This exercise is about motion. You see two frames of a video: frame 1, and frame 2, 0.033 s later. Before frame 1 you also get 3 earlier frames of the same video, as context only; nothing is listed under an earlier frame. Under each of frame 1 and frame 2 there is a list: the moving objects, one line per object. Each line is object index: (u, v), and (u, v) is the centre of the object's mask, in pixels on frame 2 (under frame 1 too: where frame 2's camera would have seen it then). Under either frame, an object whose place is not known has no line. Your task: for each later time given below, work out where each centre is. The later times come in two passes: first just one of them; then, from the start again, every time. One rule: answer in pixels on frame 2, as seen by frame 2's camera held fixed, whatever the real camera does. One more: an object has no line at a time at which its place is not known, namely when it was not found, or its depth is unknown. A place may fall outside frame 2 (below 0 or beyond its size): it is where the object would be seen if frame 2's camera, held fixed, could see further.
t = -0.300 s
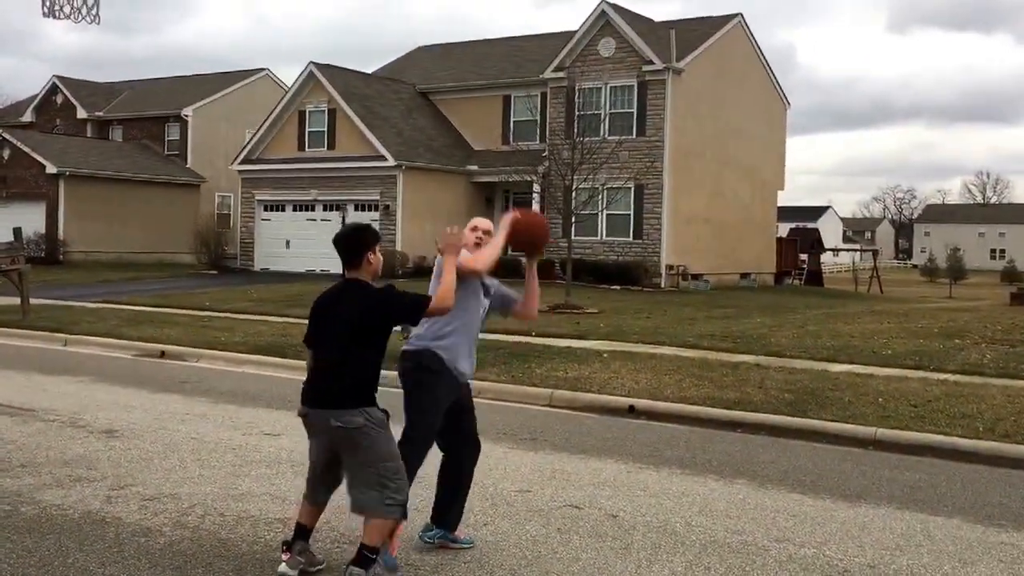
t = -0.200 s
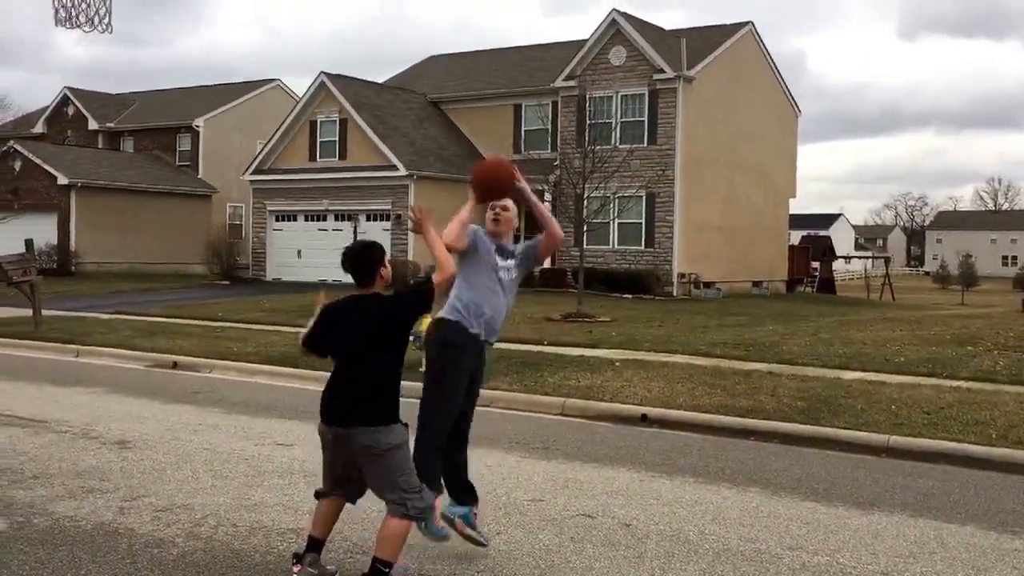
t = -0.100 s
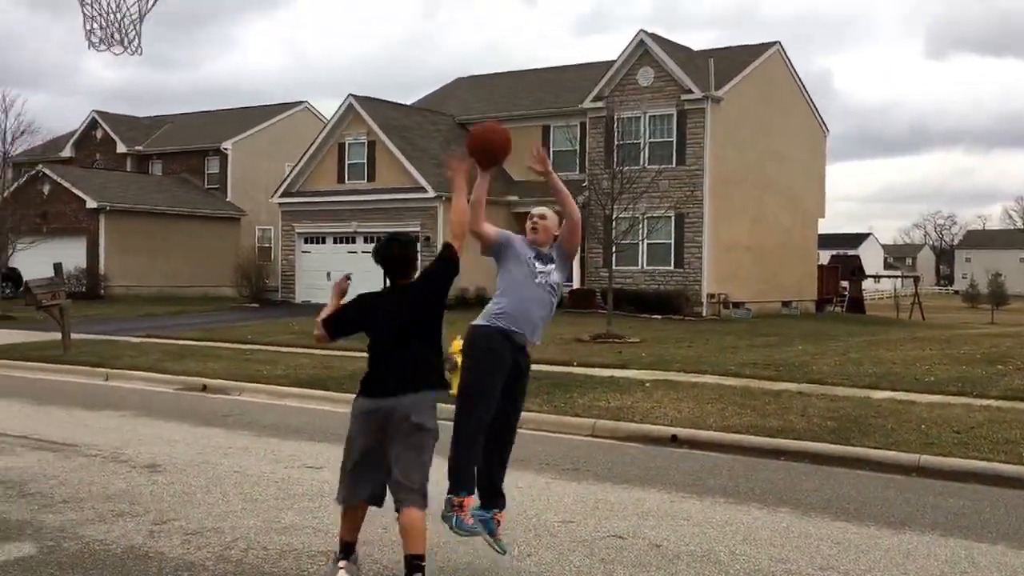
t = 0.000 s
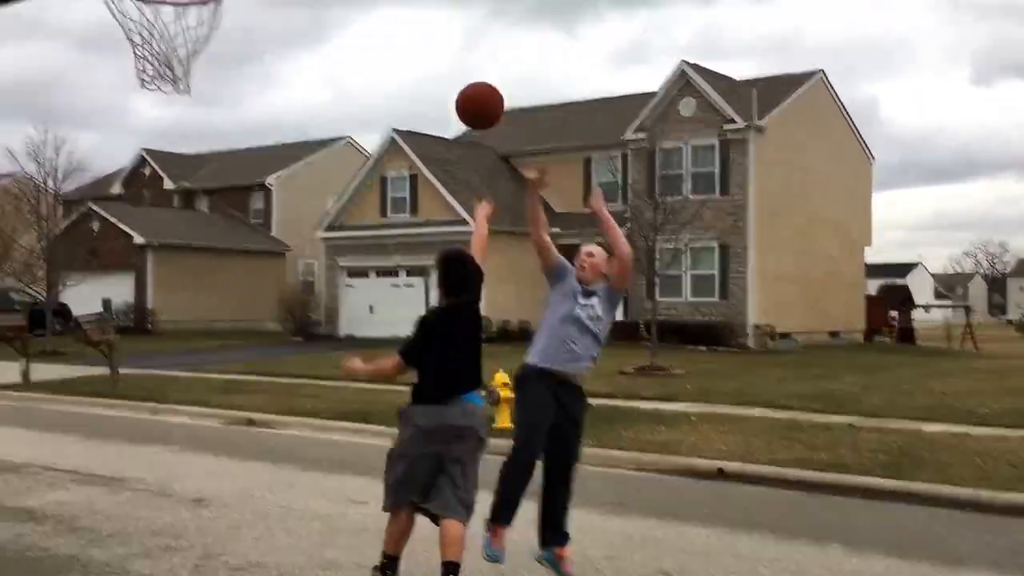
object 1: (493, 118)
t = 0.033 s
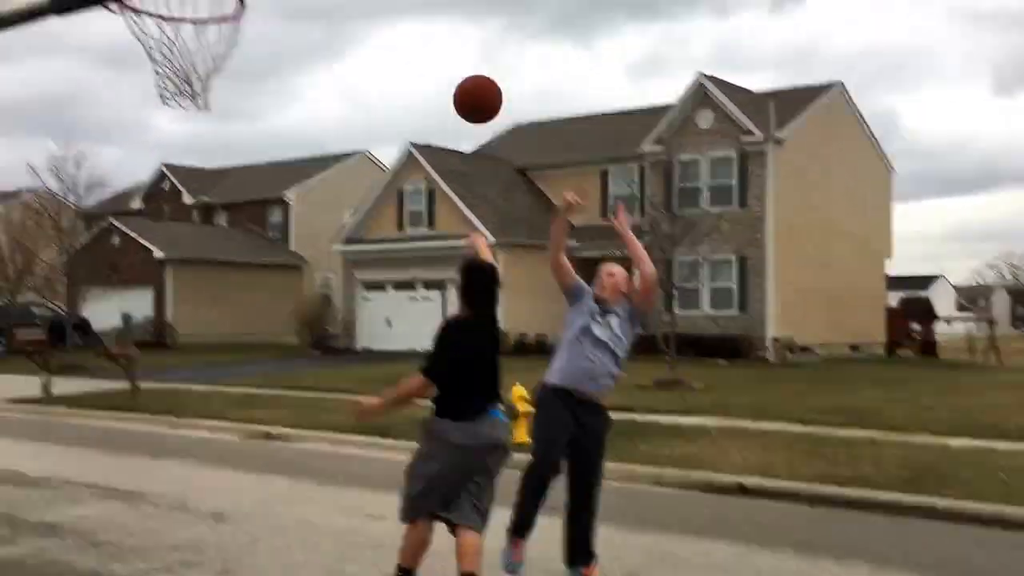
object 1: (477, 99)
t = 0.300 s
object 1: (296, 10)
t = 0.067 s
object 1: (460, 83)
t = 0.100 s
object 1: (441, 67)
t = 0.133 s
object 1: (417, 52)
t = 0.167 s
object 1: (392, 39)
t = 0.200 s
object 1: (369, 28)
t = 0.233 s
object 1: (346, 20)
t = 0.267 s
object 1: (322, 14)
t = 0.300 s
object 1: (296, 10)
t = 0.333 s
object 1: (270, 8)
